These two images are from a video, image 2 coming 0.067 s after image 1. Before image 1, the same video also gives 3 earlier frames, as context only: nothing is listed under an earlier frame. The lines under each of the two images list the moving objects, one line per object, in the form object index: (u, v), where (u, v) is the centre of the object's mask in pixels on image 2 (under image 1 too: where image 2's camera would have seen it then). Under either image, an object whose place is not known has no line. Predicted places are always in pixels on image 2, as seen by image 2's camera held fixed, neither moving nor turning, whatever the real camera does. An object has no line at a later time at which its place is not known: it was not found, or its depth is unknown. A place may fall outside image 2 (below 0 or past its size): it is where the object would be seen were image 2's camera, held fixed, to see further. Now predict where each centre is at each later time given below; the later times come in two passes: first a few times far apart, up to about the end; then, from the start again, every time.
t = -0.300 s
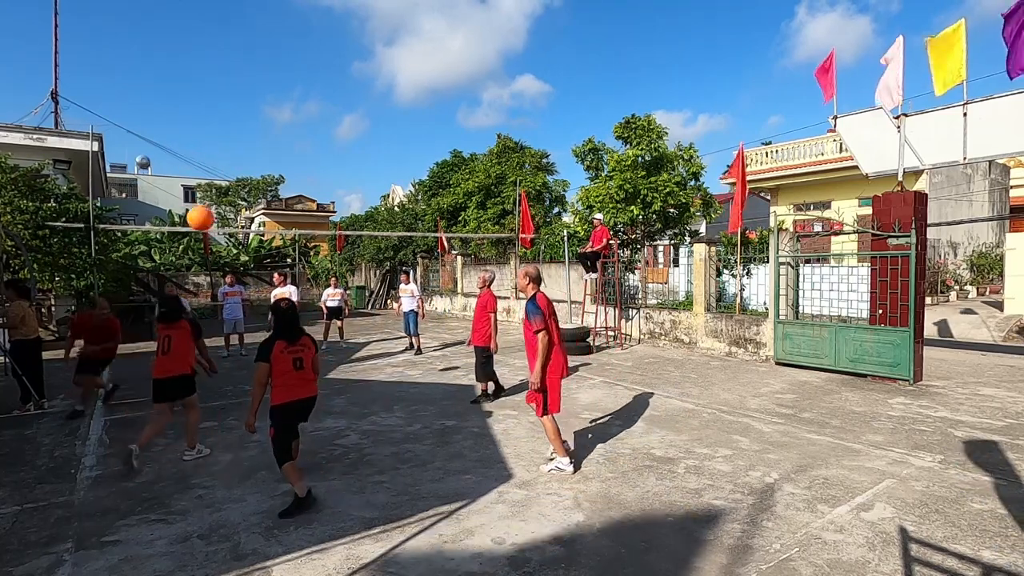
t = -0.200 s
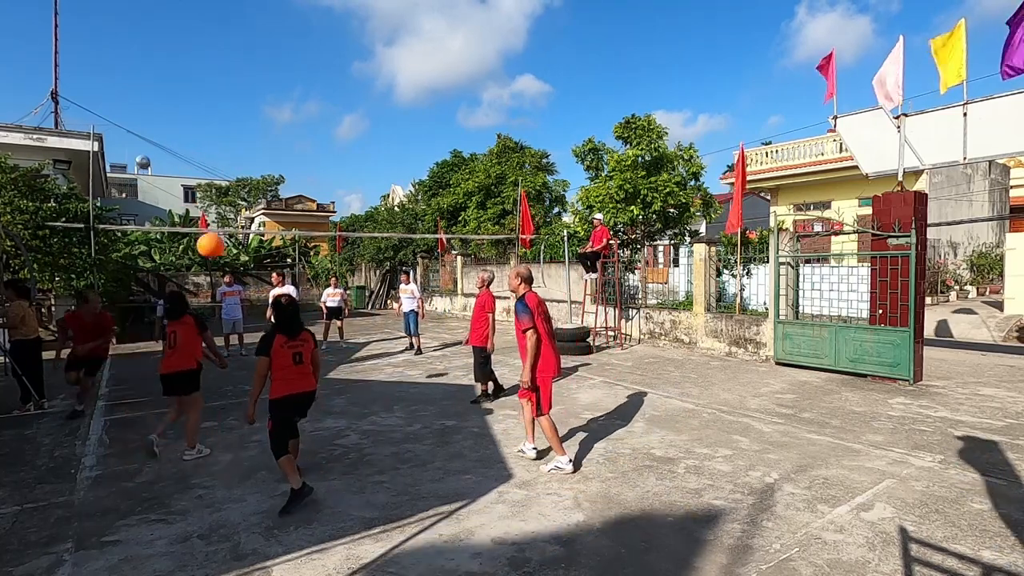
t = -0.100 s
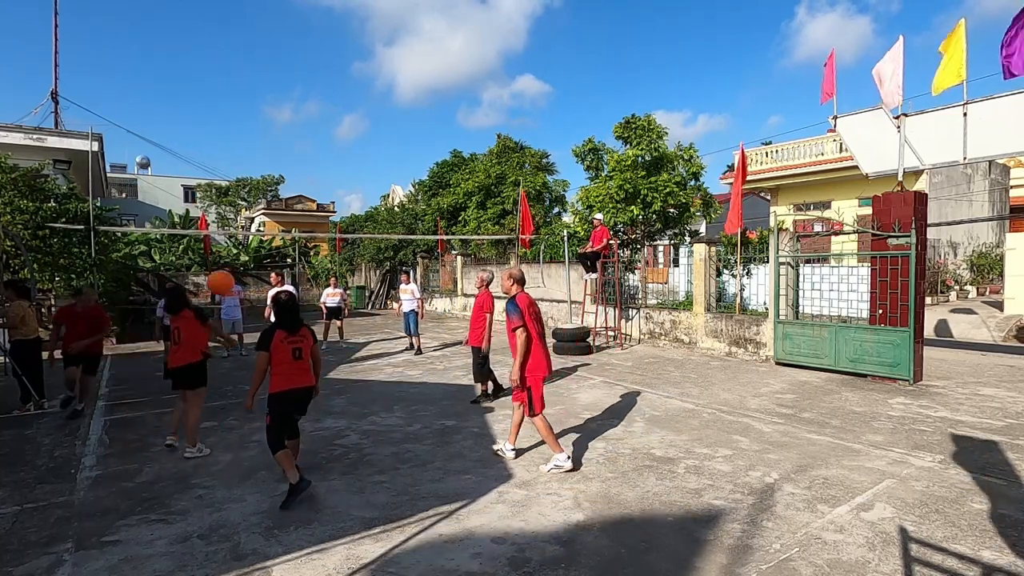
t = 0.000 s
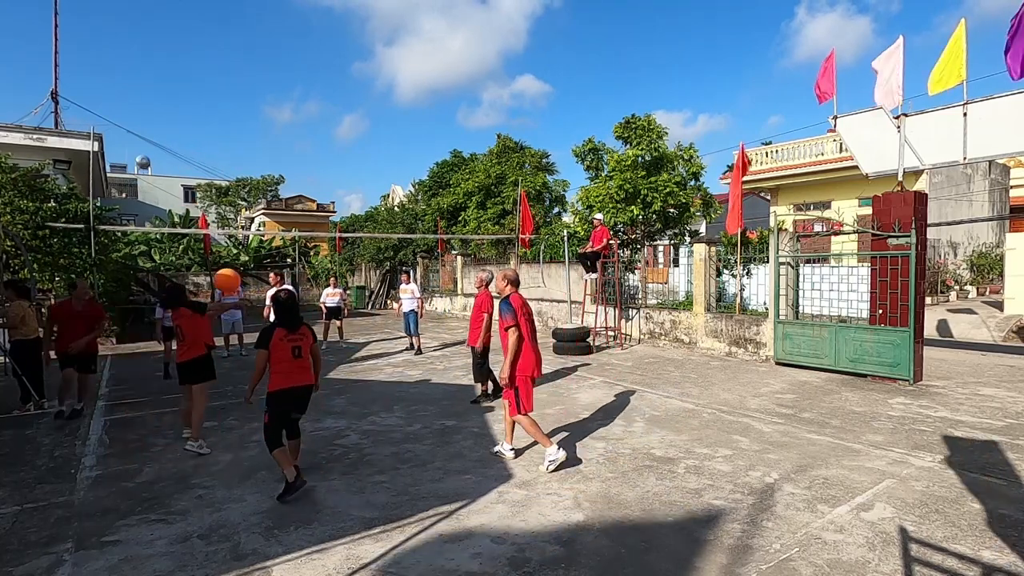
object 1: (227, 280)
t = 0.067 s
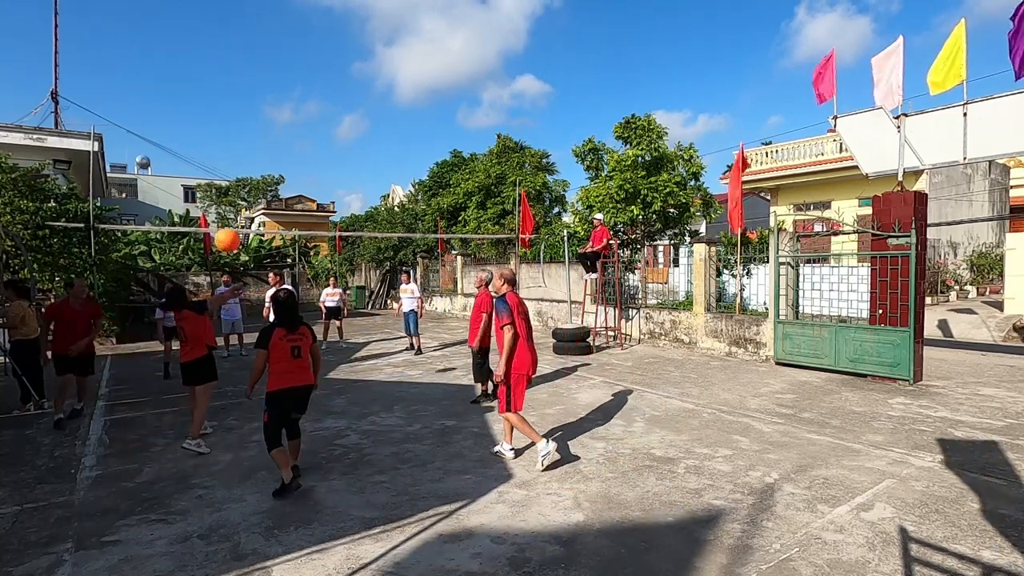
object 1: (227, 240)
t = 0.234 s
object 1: (229, 170)
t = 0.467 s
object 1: (234, 127)
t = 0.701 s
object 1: (241, 129)
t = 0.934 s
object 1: (248, 162)
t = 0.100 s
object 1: (228, 223)
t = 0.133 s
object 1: (228, 207)
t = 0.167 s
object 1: (228, 193)
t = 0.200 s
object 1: (229, 181)
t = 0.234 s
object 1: (229, 170)
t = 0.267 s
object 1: (230, 161)
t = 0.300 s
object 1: (230, 152)
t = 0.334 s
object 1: (231, 145)
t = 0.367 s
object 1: (232, 139)
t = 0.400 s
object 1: (233, 134)
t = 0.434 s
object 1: (234, 130)
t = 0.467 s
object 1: (234, 127)
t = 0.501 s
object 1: (236, 125)
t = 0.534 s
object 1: (236, 124)
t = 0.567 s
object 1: (237, 124)
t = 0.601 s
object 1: (238, 124)
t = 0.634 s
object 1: (239, 125)
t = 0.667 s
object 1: (240, 127)
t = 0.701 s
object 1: (241, 129)
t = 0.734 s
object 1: (243, 132)
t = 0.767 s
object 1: (243, 136)
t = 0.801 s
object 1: (244, 140)
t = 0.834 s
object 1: (245, 145)
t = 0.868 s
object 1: (246, 150)
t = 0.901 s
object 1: (247, 156)
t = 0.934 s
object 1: (248, 162)
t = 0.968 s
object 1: (249, 169)
